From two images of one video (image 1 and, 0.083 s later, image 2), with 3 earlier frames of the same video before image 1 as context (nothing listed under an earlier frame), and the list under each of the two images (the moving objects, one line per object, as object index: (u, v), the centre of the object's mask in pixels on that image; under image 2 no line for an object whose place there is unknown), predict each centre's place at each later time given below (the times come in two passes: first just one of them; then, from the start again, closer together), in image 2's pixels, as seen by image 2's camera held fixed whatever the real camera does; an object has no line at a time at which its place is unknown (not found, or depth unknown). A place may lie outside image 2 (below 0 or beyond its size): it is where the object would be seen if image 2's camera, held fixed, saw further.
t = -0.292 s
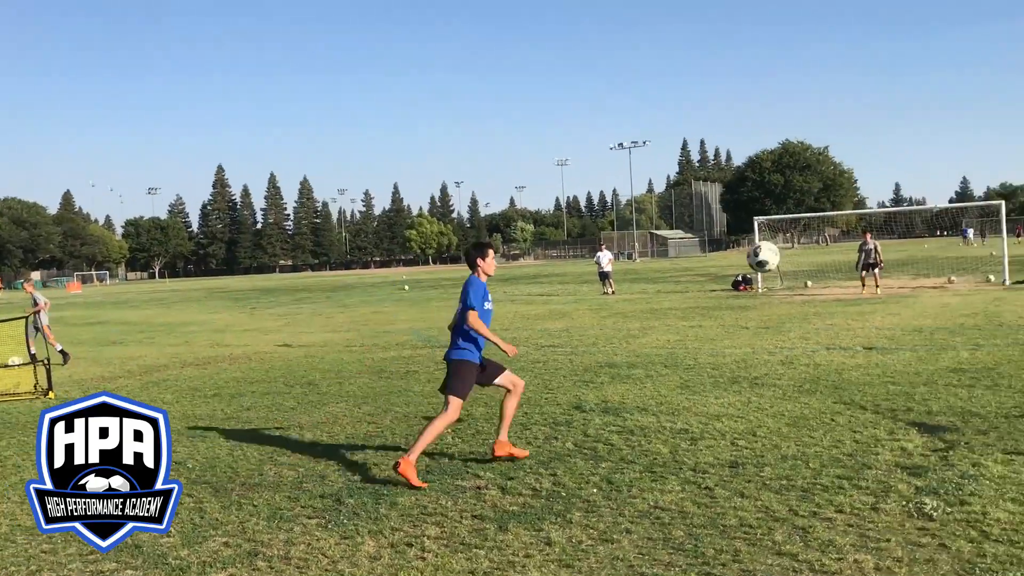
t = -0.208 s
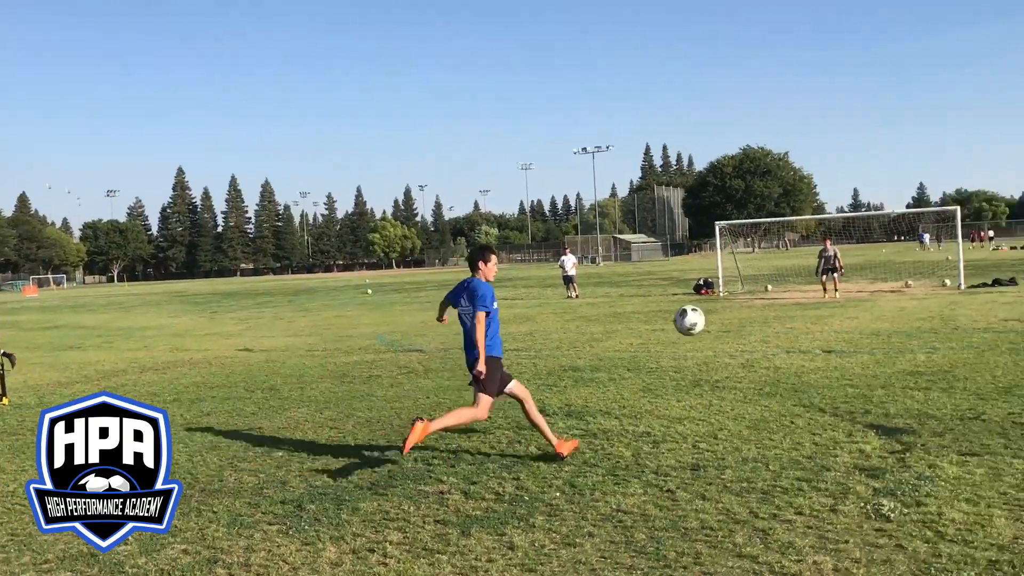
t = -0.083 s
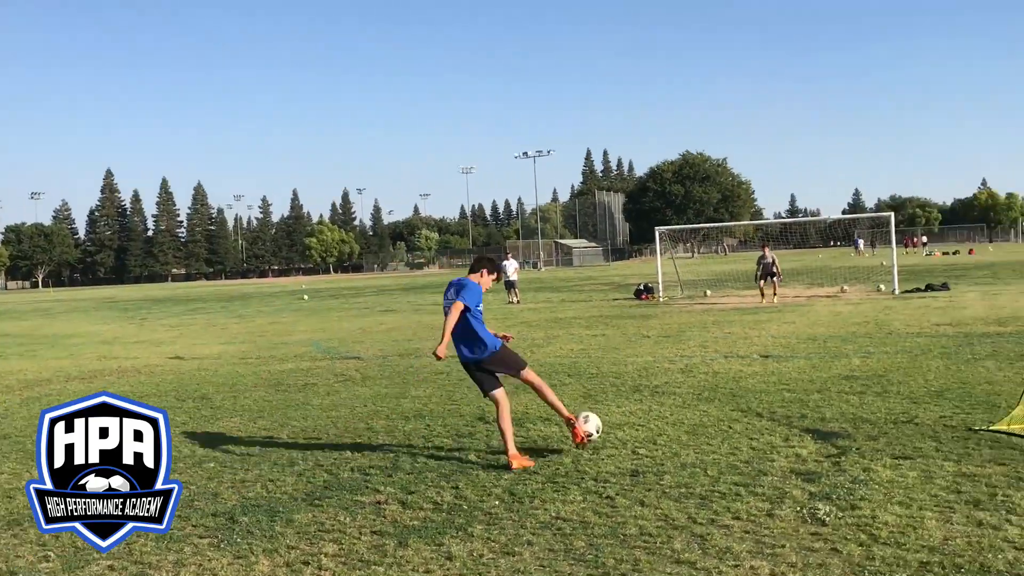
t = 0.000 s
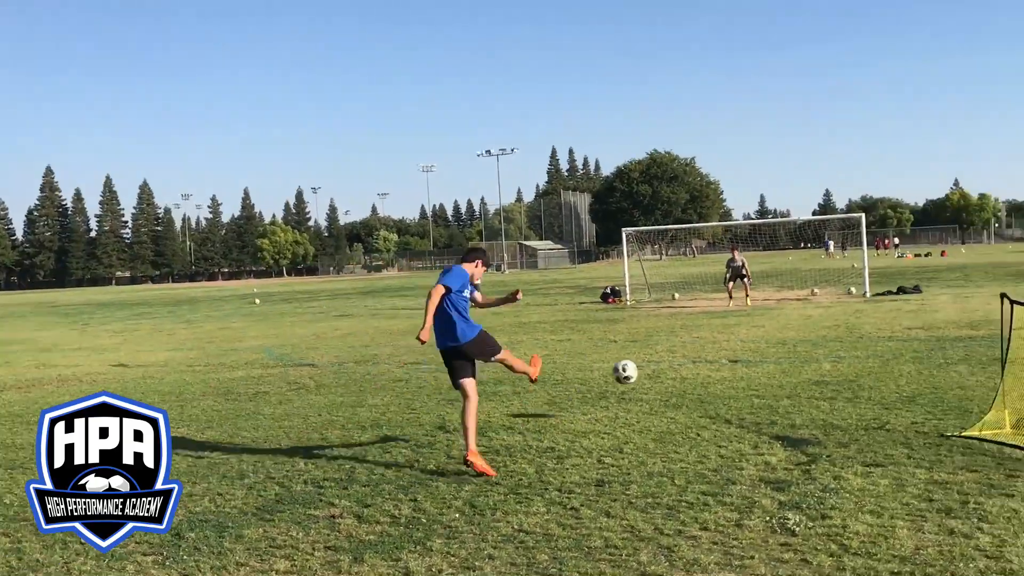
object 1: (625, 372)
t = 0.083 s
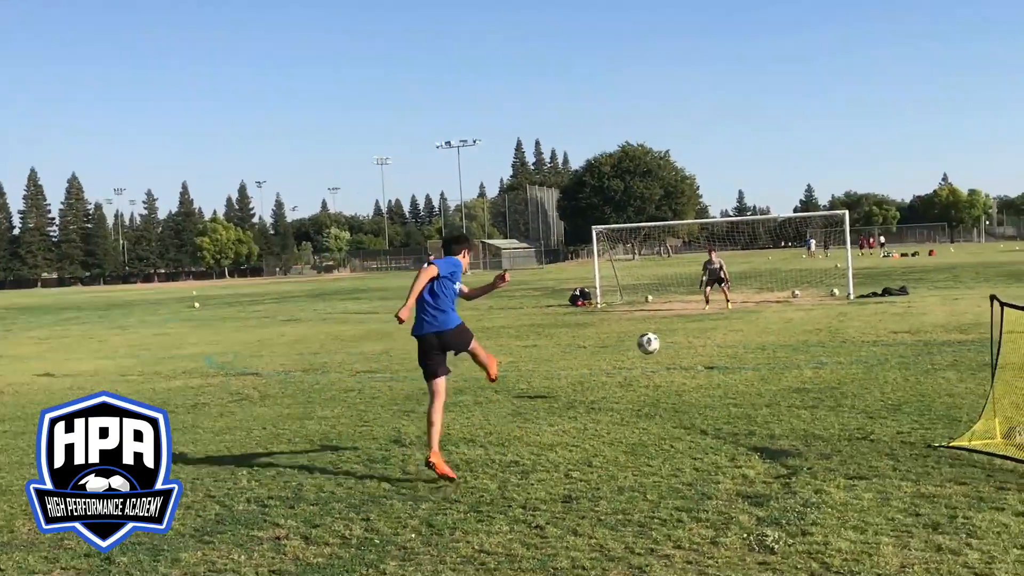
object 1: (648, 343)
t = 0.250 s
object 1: (716, 329)
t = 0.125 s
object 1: (665, 336)
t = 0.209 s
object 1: (699, 328)
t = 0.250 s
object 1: (716, 329)
